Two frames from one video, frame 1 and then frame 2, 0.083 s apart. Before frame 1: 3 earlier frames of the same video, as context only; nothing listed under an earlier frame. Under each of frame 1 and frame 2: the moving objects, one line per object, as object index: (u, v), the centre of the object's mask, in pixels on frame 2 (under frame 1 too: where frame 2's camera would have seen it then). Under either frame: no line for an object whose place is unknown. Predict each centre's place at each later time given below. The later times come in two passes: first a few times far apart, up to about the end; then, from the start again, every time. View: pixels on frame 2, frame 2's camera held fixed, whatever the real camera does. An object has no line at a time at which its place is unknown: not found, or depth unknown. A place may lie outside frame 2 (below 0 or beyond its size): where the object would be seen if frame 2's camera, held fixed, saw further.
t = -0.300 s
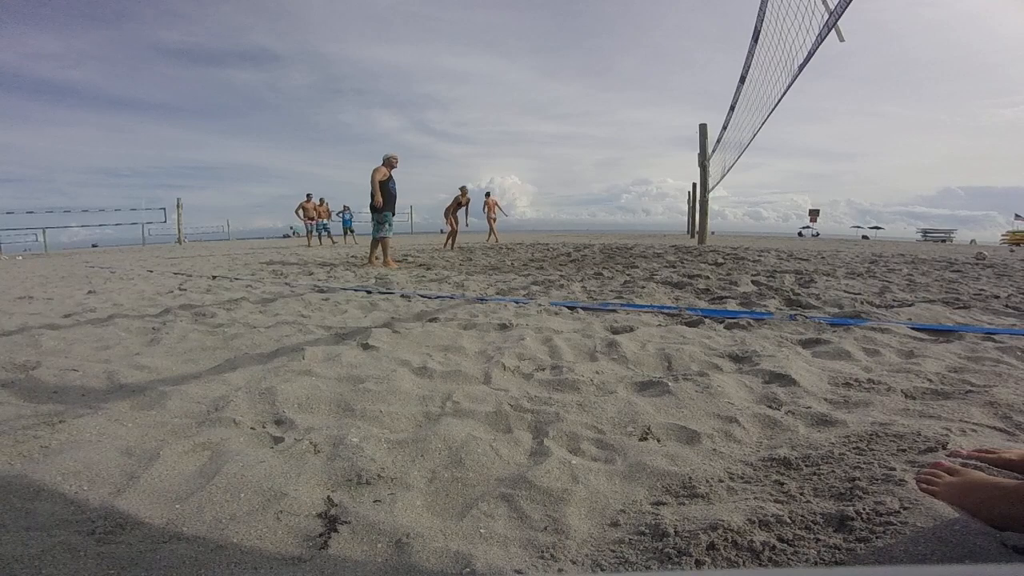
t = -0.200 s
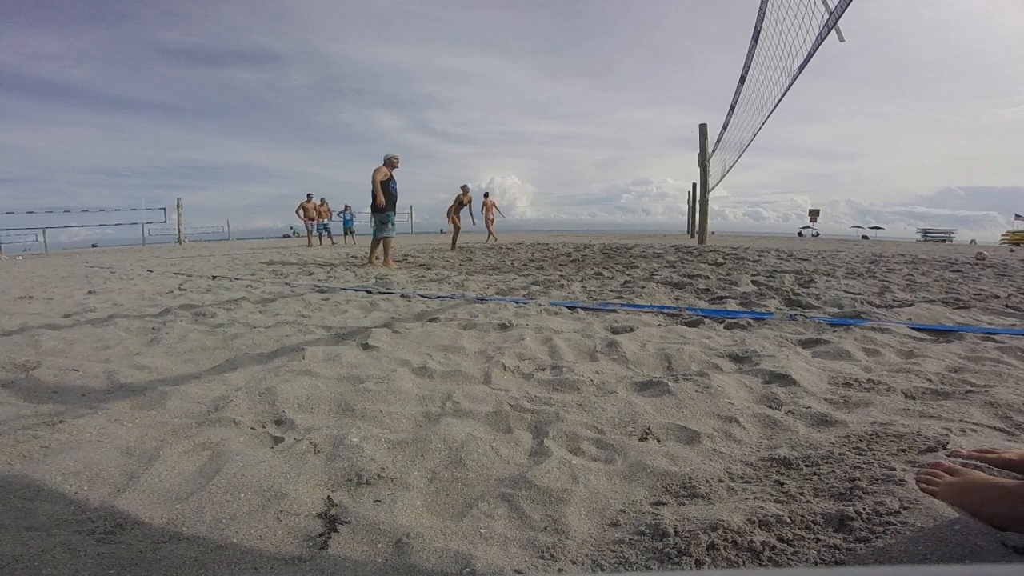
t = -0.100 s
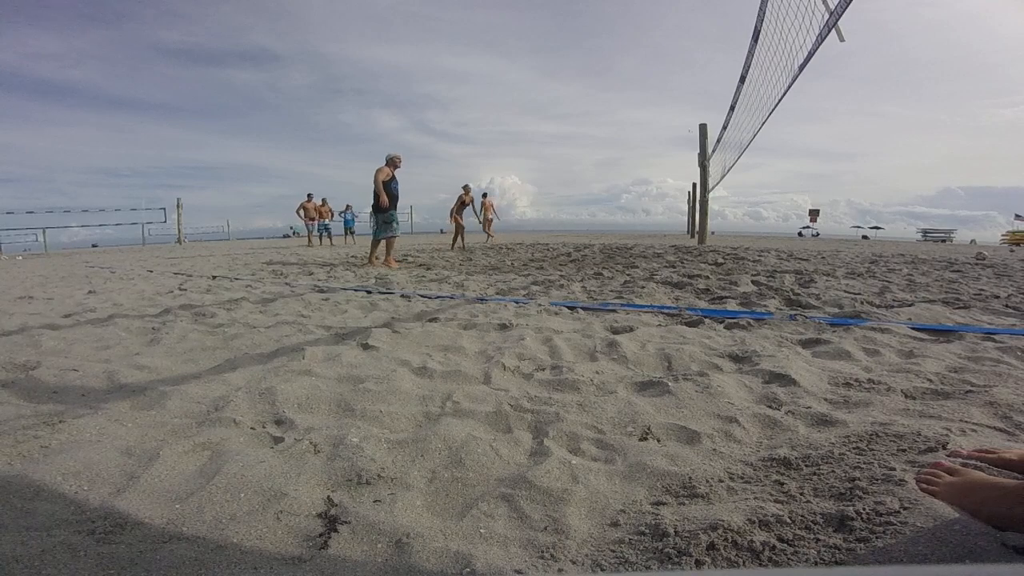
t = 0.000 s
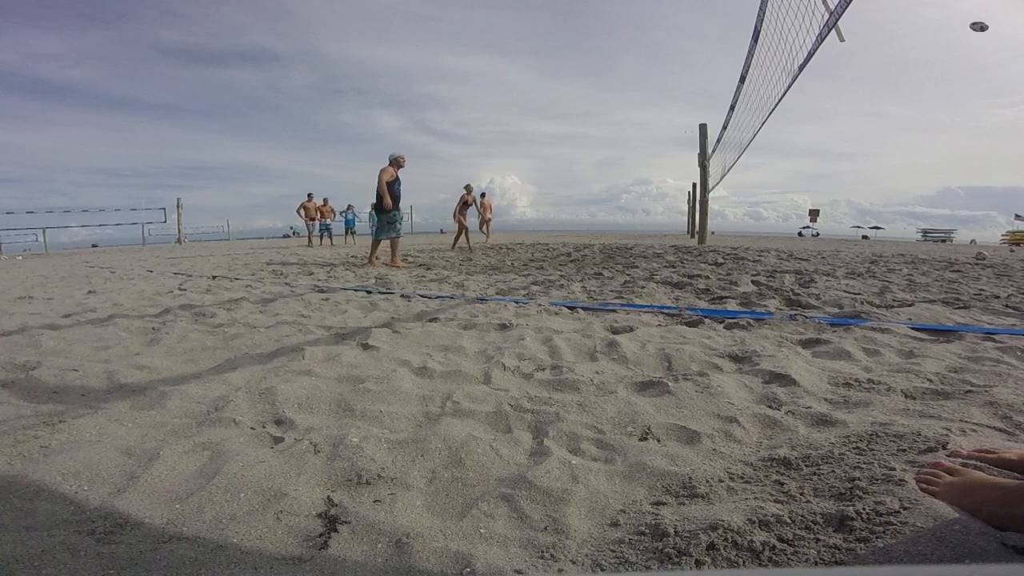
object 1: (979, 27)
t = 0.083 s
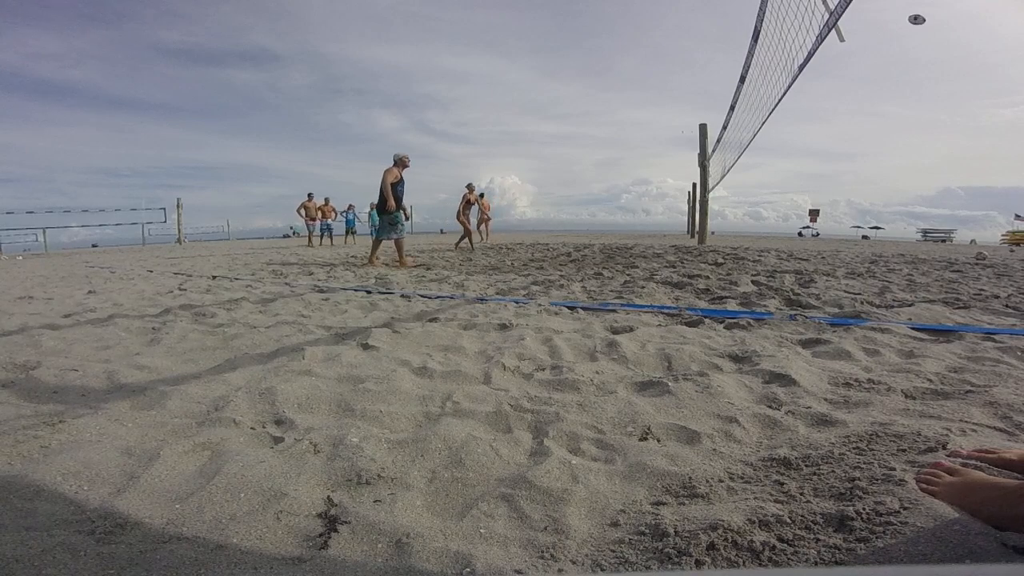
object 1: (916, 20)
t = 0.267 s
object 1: (794, 21)
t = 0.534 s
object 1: (652, 62)
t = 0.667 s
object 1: (594, 94)
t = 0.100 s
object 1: (905, 19)
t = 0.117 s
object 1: (893, 18)
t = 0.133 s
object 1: (881, 18)
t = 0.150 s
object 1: (870, 18)
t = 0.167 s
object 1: (858, 18)
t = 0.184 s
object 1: (848, 18)
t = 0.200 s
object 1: (842, 19)
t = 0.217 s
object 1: (823, 18)
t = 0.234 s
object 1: (815, 19)
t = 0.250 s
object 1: (804, 20)
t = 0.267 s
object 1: (794, 21)
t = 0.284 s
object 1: (784, 23)
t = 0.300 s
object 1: (774, 24)
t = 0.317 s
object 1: (766, 26)
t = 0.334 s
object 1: (752, 27)
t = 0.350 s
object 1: (745, 30)
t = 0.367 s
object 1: (737, 32)
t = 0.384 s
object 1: (727, 34)
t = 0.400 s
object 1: (719, 37)
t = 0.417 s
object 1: (710, 39)
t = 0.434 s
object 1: (701, 42)
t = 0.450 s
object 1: (693, 45)
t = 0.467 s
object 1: (685, 48)
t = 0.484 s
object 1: (676, 52)
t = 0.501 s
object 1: (668, 55)
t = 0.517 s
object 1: (660, 58)
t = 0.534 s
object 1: (652, 62)
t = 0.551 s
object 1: (645, 65)
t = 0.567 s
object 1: (637, 69)
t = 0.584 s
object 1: (629, 73)
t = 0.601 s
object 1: (622, 77)
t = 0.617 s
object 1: (615, 81)
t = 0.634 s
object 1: (608, 85)
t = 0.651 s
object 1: (601, 89)
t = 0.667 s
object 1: (594, 94)
